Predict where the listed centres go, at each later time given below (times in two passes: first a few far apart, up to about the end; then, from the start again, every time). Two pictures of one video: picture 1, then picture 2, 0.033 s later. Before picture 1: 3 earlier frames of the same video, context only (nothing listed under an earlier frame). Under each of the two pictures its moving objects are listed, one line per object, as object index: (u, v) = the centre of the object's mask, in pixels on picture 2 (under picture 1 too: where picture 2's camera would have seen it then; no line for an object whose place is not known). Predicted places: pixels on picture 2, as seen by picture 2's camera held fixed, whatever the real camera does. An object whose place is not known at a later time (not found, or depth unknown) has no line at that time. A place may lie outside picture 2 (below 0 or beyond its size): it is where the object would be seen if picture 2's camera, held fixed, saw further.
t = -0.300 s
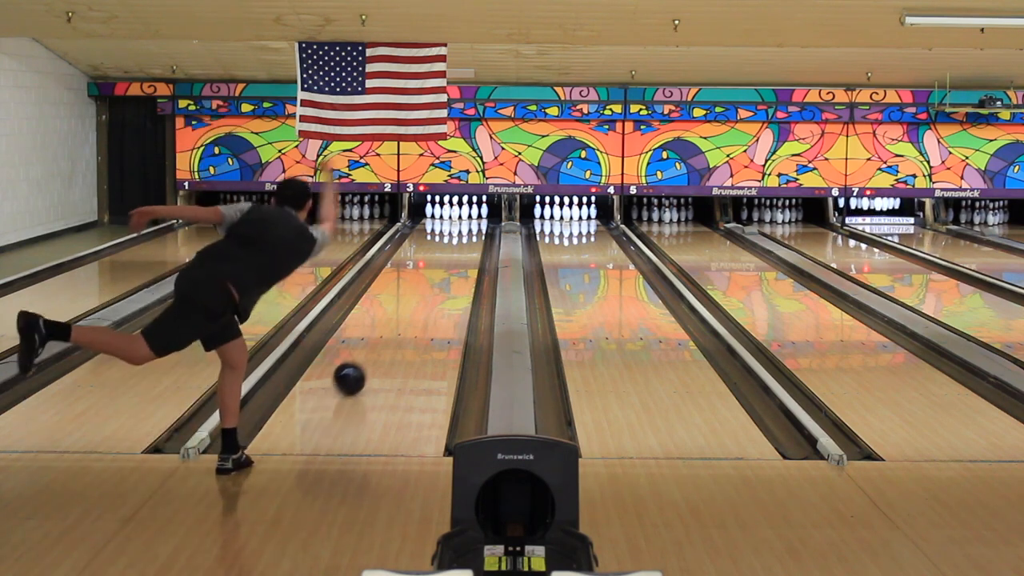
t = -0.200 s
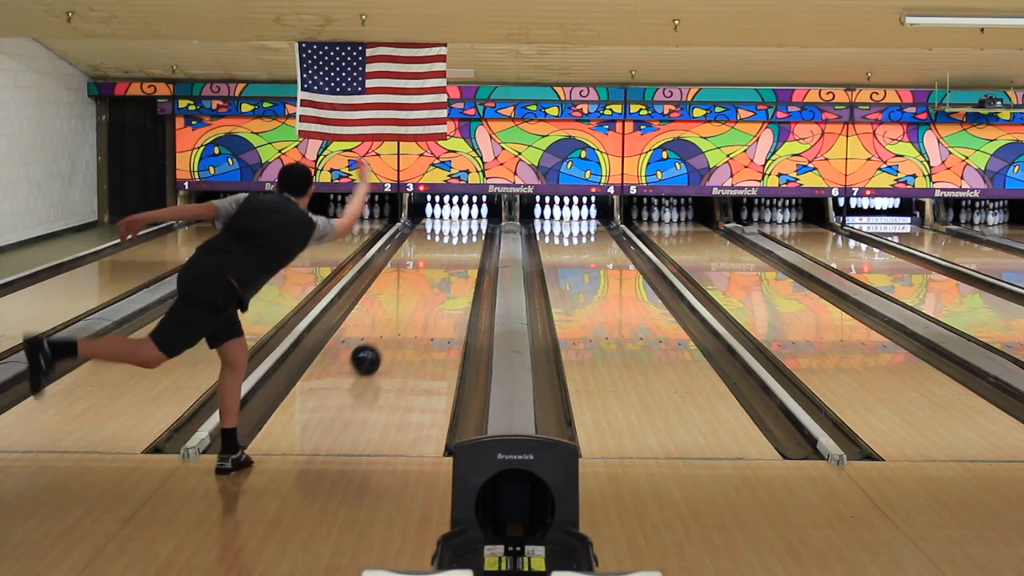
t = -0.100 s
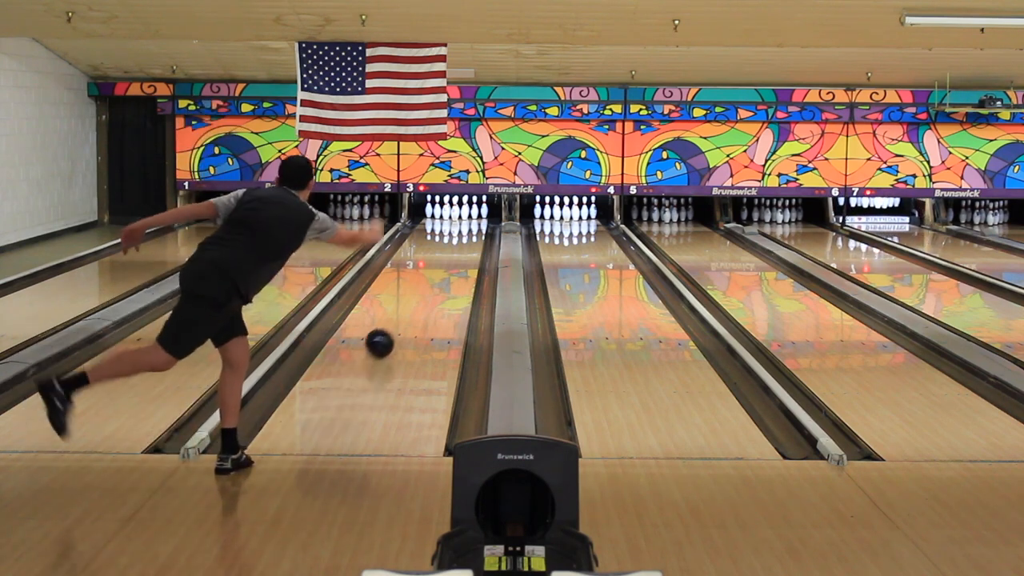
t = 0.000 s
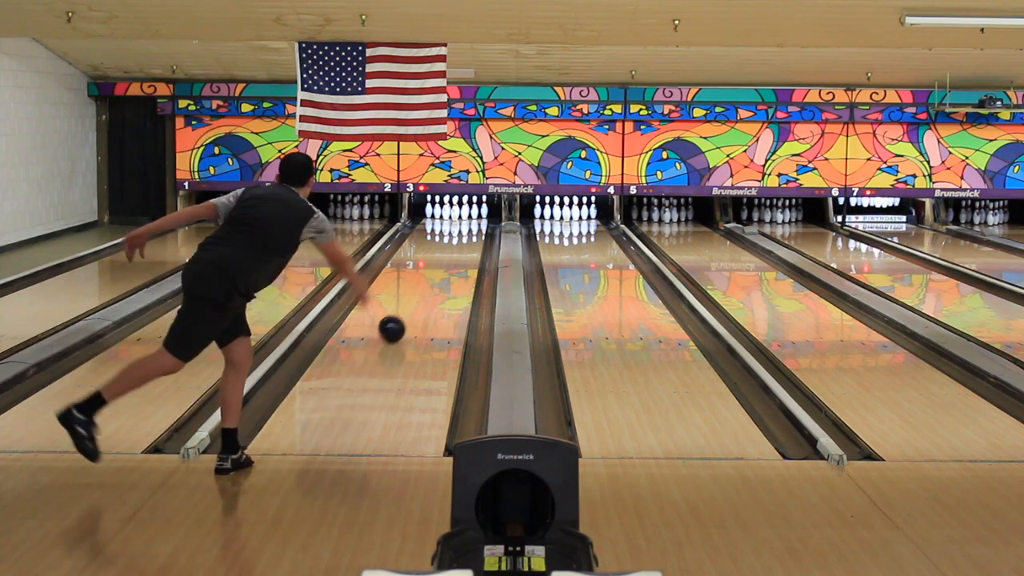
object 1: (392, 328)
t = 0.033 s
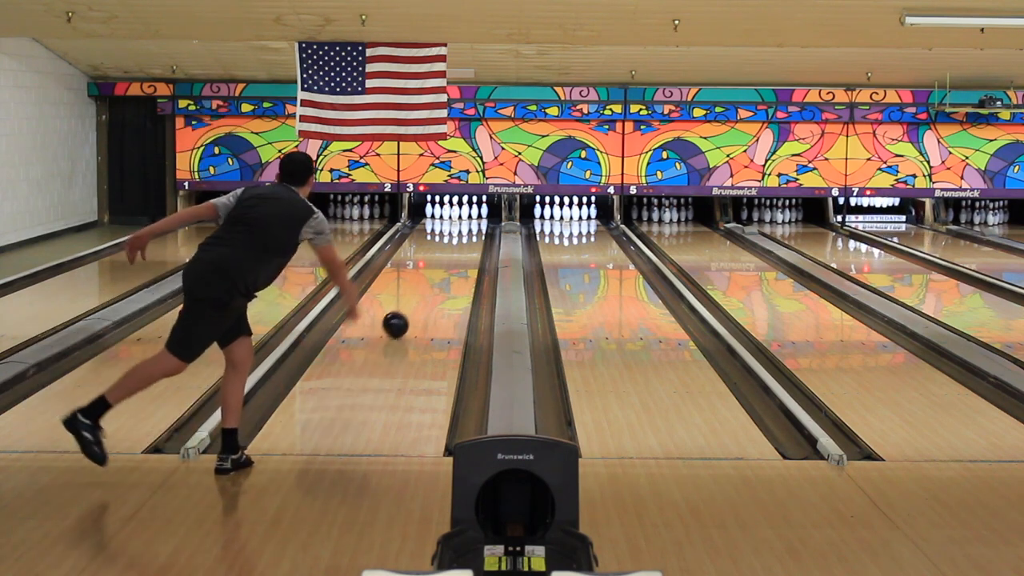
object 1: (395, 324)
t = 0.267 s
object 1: (417, 298)
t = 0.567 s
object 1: (437, 272)
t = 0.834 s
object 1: (450, 255)
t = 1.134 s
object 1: (460, 240)
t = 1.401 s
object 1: (463, 228)
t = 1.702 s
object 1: (461, 219)
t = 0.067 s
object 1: (399, 320)
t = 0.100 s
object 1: (402, 316)
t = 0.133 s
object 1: (405, 313)
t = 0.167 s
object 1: (409, 309)
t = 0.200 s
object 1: (411, 305)
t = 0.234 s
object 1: (414, 302)
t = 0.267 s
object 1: (417, 298)
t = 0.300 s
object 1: (419, 295)
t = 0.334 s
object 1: (422, 292)
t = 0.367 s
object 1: (424, 289)
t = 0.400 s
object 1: (427, 286)
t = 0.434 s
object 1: (429, 283)
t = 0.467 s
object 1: (431, 280)
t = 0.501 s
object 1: (433, 278)
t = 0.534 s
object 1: (435, 275)
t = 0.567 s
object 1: (437, 272)
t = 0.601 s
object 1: (439, 270)
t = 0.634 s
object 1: (441, 268)
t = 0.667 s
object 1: (442, 265)
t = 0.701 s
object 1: (444, 263)
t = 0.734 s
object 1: (446, 261)
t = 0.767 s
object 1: (447, 259)
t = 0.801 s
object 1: (448, 257)
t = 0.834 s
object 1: (450, 255)
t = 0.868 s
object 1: (451, 253)
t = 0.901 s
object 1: (452, 251)
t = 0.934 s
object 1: (454, 249)
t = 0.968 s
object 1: (455, 247)
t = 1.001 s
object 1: (456, 246)
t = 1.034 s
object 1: (457, 244)
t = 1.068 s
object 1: (458, 242)
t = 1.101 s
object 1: (459, 241)
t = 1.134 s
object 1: (460, 240)
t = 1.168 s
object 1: (461, 238)
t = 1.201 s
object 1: (461, 237)
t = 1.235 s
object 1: (462, 235)
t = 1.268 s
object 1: (462, 233)
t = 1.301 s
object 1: (463, 232)
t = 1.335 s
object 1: (463, 231)
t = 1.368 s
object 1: (463, 229)
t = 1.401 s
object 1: (463, 228)
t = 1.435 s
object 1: (463, 227)
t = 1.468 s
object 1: (463, 226)
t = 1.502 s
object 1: (462, 225)
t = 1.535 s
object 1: (463, 223)
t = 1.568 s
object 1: (463, 223)
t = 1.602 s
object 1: (463, 222)
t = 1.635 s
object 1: (462, 221)
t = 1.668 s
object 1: (461, 220)
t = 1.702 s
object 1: (461, 219)
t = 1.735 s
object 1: (460, 218)
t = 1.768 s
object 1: (459, 216)
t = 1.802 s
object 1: (458, 216)
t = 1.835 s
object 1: (458, 215)
